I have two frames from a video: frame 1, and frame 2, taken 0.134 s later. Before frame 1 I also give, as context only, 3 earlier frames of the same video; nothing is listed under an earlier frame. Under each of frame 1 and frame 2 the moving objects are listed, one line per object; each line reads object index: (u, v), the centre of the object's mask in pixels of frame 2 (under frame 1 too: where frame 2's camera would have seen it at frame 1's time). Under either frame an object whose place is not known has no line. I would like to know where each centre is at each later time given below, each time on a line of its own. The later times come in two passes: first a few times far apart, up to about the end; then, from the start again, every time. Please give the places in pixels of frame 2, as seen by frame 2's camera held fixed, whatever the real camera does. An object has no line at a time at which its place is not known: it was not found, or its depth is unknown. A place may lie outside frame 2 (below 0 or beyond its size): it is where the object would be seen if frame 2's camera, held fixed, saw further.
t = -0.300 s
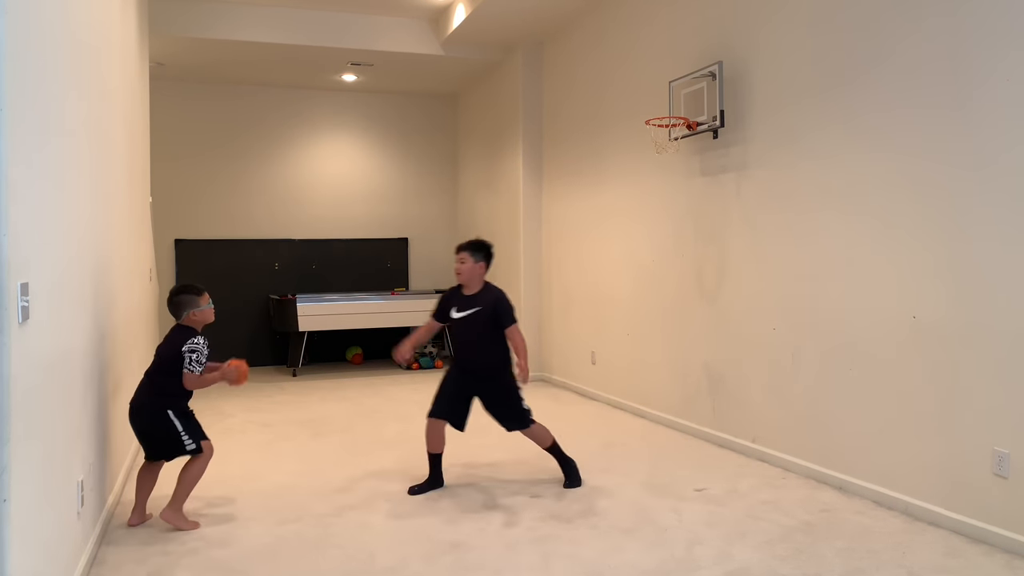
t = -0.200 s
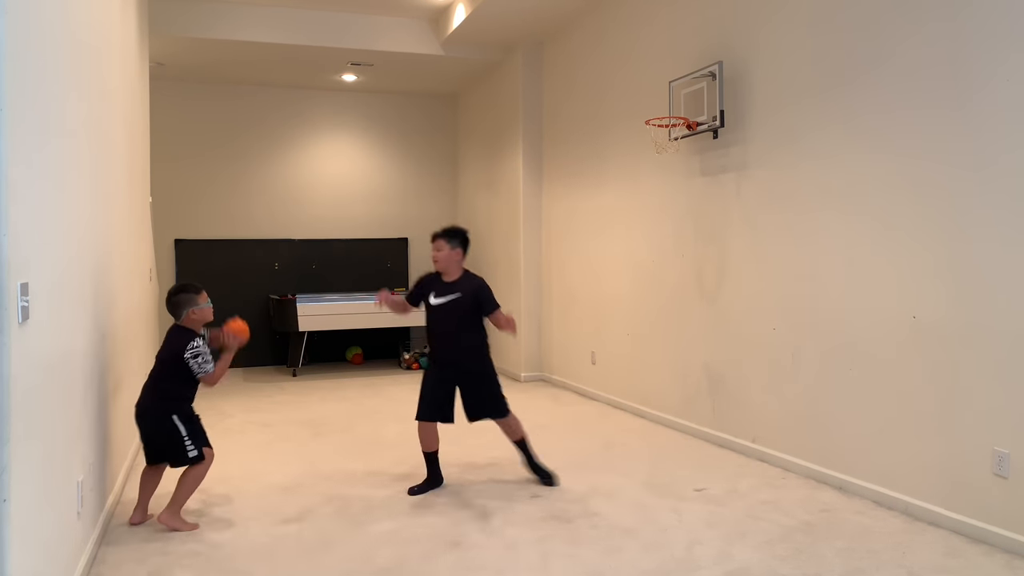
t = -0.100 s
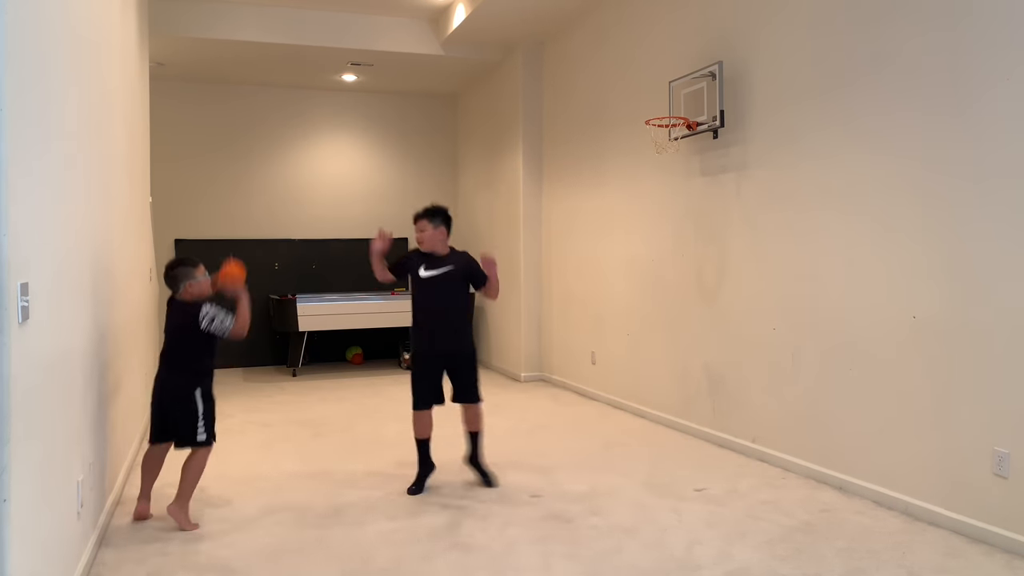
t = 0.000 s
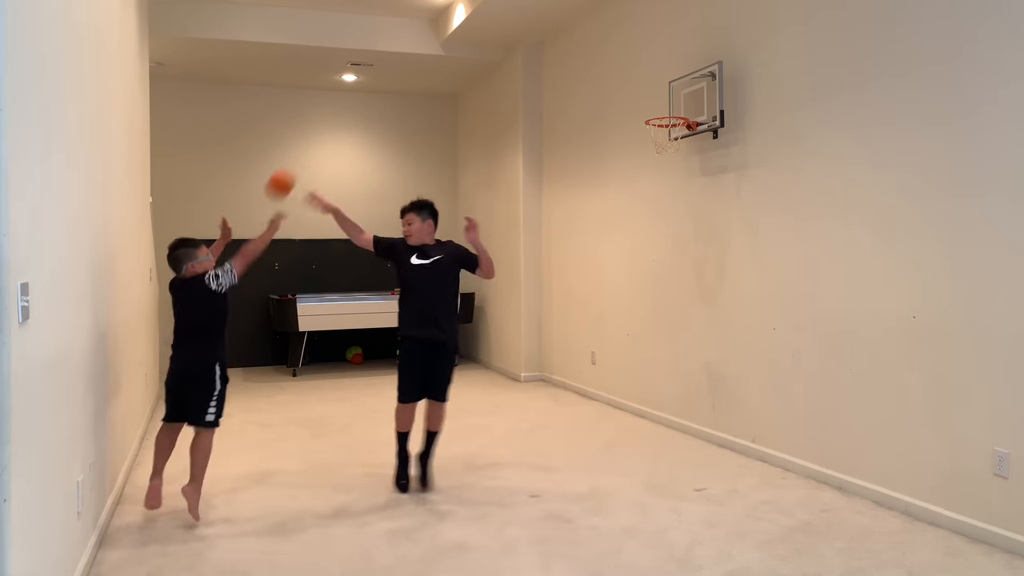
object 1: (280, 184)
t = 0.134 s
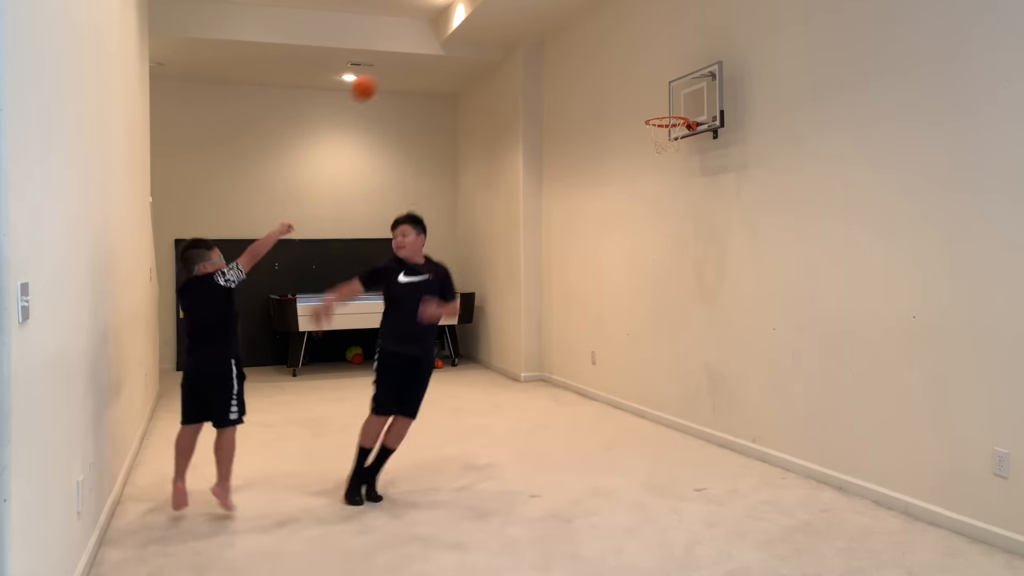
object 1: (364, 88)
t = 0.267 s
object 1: (437, 33)
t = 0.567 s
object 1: (580, 28)
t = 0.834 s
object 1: (680, 134)
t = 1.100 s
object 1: (660, 250)
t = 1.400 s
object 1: (631, 411)
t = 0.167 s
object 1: (383, 70)
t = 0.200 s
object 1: (401, 56)
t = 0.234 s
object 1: (420, 43)
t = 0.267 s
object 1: (437, 33)
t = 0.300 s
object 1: (454, 25)
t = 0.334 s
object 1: (472, 19)
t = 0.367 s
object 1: (488, 14)
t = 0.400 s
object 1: (504, 12)
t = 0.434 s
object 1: (520, 11)
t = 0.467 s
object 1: (536, 13)
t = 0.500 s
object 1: (551, 16)
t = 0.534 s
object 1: (566, 21)
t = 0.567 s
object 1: (580, 28)
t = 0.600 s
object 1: (594, 36)
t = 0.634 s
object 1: (608, 46)
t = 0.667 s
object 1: (622, 58)
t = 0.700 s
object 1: (635, 70)
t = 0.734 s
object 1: (648, 85)
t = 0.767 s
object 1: (660, 101)
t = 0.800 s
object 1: (674, 117)
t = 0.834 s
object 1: (680, 134)
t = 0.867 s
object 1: (679, 147)
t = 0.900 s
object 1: (676, 158)
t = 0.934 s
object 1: (674, 169)
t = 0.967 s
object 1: (671, 182)
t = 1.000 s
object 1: (668, 197)
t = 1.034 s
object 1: (665, 213)
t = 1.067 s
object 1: (662, 231)
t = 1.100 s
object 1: (660, 250)
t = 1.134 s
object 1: (657, 271)
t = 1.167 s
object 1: (655, 293)
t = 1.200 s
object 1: (652, 317)
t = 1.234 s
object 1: (651, 342)
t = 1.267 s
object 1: (648, 368)
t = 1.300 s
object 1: (646, 397)
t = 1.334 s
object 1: (644, 431)
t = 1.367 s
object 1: (639, 428)
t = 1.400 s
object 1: (631, 411)
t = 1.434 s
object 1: (624, 397)
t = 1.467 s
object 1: (617, 384)
